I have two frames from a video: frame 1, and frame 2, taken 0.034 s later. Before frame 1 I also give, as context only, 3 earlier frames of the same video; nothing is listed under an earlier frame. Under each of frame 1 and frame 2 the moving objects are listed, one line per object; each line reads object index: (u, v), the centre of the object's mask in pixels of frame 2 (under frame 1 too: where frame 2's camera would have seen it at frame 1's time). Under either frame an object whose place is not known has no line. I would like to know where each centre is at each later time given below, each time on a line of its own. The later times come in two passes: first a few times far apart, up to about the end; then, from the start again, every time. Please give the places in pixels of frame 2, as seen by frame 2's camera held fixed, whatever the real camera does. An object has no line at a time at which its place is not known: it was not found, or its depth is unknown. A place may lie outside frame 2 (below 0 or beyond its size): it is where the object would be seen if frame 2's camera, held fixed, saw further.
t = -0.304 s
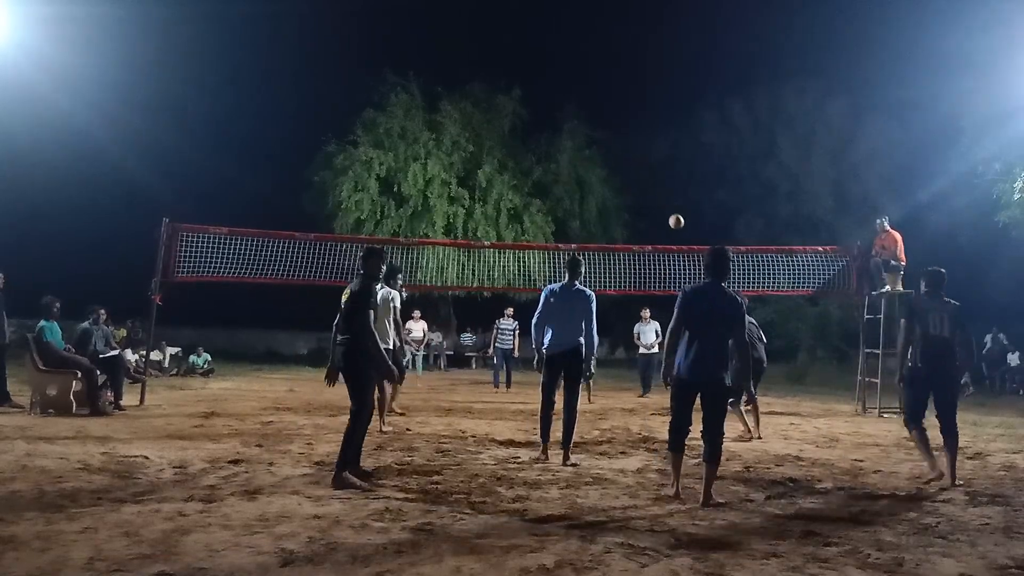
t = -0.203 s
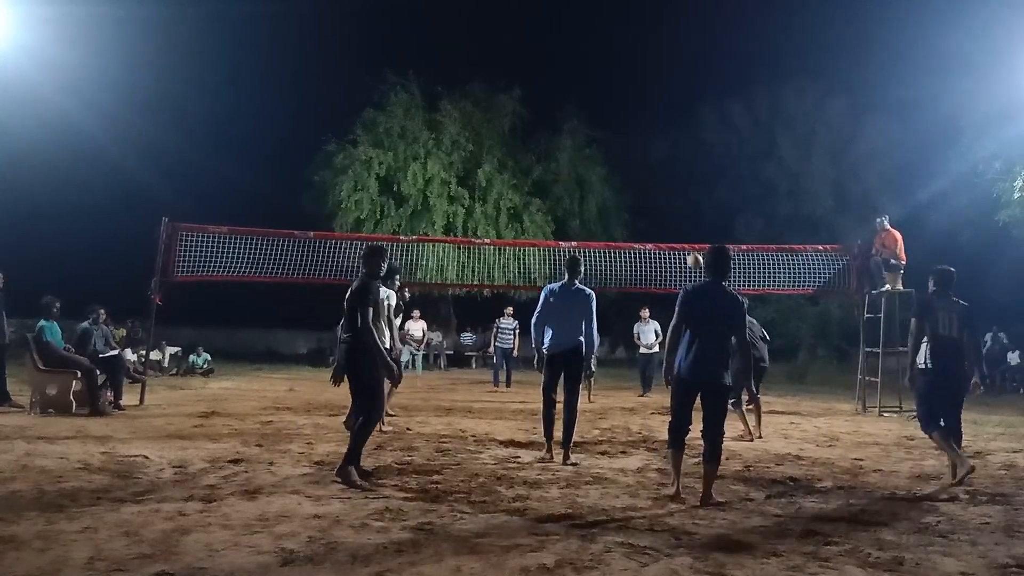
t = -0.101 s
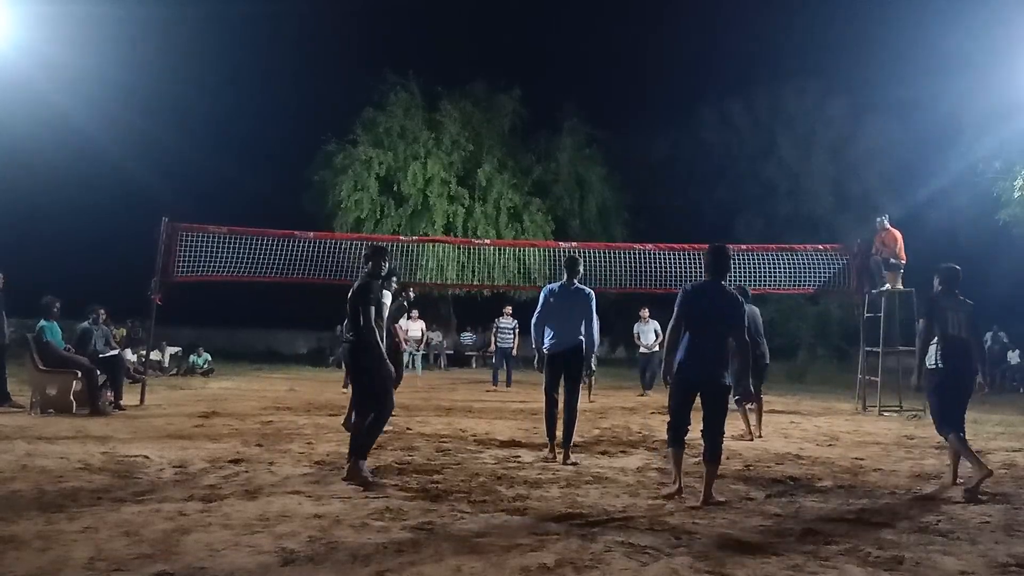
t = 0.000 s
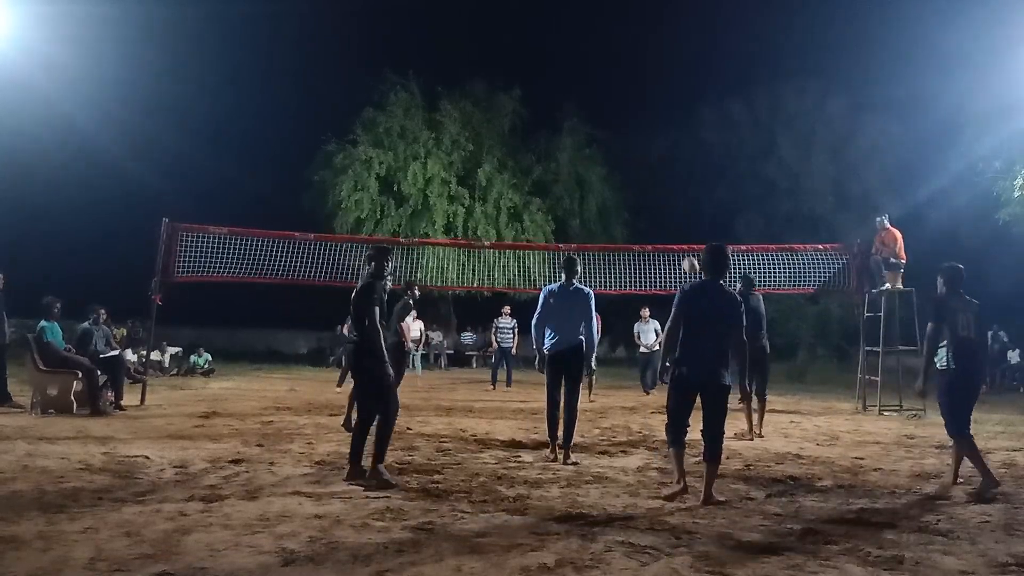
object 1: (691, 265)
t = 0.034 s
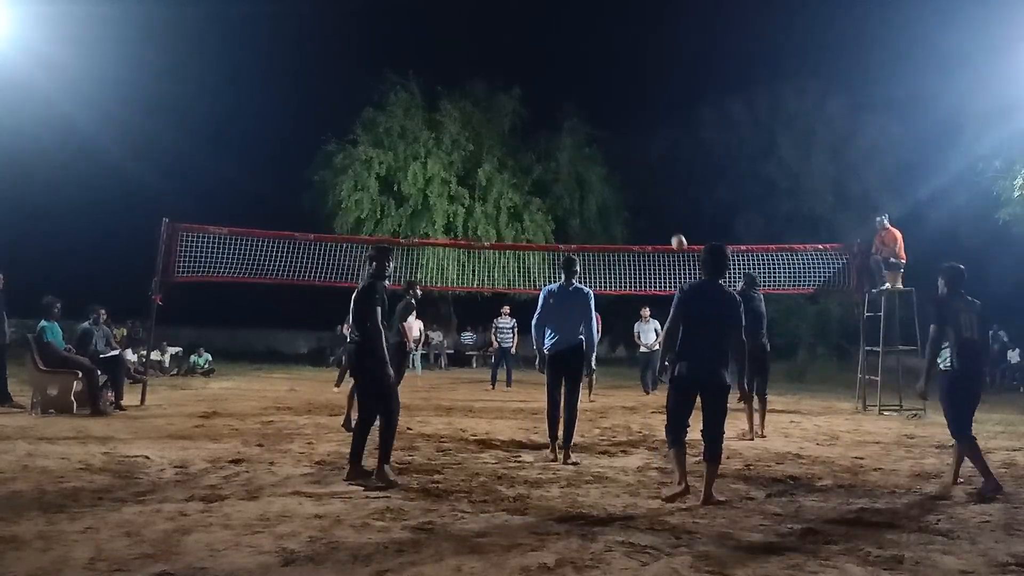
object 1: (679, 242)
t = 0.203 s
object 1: (627, 152)
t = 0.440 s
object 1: (570, 80)
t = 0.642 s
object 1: (530, 55)
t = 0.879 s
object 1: (492, 61)
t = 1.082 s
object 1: (464, 88)
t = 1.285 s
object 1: (441, 131)
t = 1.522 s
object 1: (416, 199)
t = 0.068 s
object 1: (667, 221)
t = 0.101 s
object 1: (657, 202)
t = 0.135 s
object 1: (646, 184)
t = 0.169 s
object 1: (637, 167)
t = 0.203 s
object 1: (627, 152)
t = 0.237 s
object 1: (618, 138)
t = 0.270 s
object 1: (609, 126)
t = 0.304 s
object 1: (600, 114)
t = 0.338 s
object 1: (592, 104)
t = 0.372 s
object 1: (585, 95)
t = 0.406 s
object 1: (577, 87)
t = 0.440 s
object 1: (570, 80)
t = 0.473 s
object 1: (563, 73)
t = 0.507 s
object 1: (556, 68)
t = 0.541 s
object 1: (549, 64)
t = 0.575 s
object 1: (543, 60)
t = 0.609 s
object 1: (536, 57)
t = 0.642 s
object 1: (530, 55)
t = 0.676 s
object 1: (524, 54)
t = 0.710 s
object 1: (518, 54)
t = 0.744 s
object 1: (513, 54)
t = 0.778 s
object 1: (507, 55)
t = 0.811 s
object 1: (502, 56)
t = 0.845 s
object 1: (497, 58)
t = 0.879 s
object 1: (492, 61)
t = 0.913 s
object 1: (487, 64)
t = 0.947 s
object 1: (482, 68)
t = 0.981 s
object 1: (478, 72)
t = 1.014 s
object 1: (473, 77)
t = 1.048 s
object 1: (469, 82)
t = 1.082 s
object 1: (464, 88)
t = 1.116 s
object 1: (460, 94)
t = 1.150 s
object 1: (456, 100)
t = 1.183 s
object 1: (452, 107)
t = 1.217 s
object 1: (448, 115)
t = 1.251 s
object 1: (445, 123)
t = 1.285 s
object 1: (441, 131)
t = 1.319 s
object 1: (437, 140)
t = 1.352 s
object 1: (433, 148)
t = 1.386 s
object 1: (430, 158)
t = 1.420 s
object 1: (427, 168)
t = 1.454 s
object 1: (423, 178)
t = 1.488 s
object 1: (420, 188)
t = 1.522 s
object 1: (416, 199)
